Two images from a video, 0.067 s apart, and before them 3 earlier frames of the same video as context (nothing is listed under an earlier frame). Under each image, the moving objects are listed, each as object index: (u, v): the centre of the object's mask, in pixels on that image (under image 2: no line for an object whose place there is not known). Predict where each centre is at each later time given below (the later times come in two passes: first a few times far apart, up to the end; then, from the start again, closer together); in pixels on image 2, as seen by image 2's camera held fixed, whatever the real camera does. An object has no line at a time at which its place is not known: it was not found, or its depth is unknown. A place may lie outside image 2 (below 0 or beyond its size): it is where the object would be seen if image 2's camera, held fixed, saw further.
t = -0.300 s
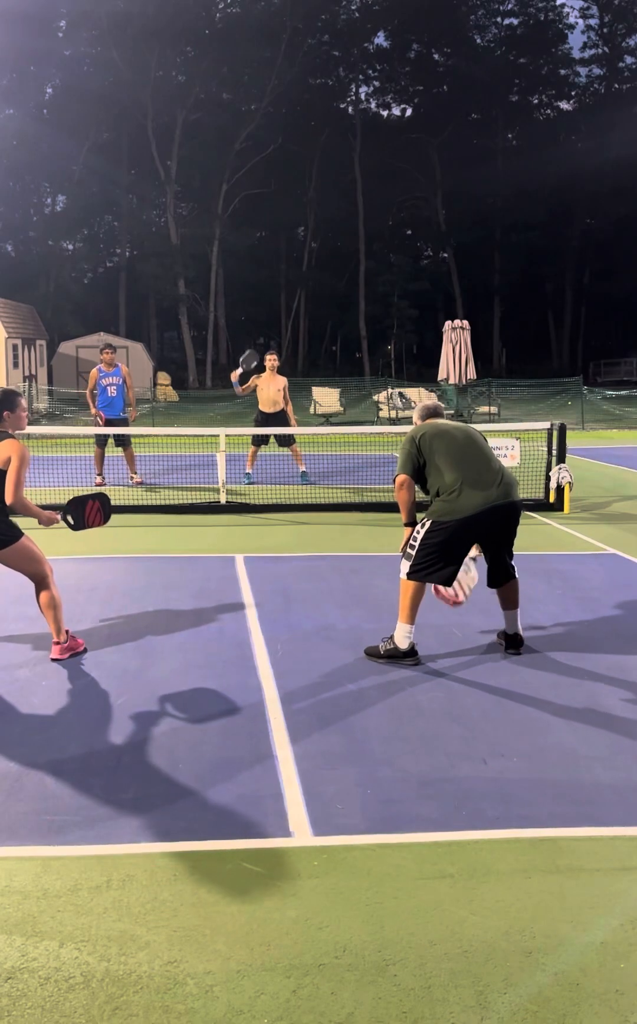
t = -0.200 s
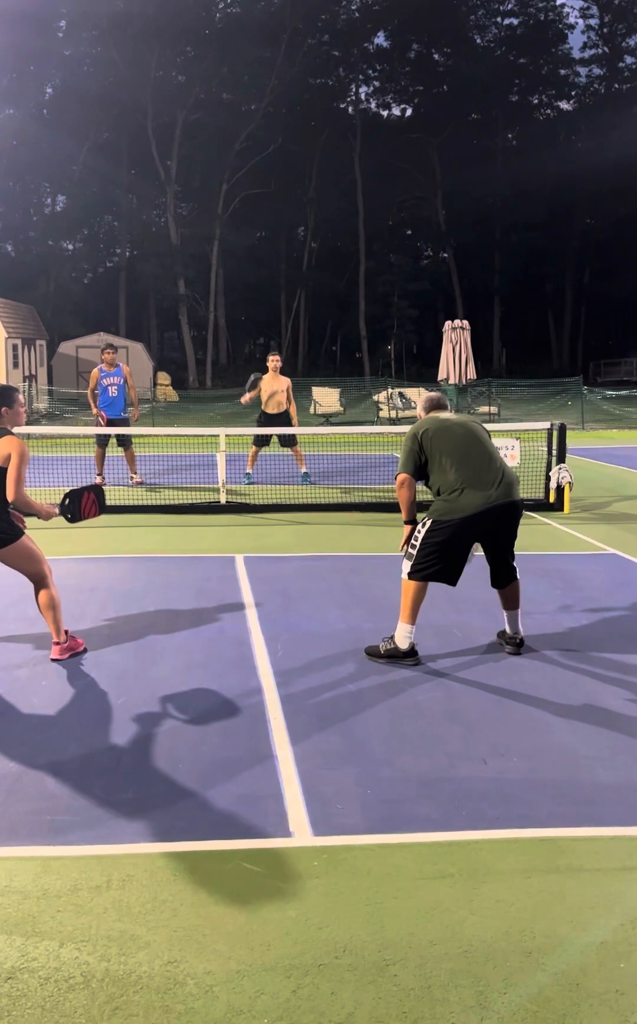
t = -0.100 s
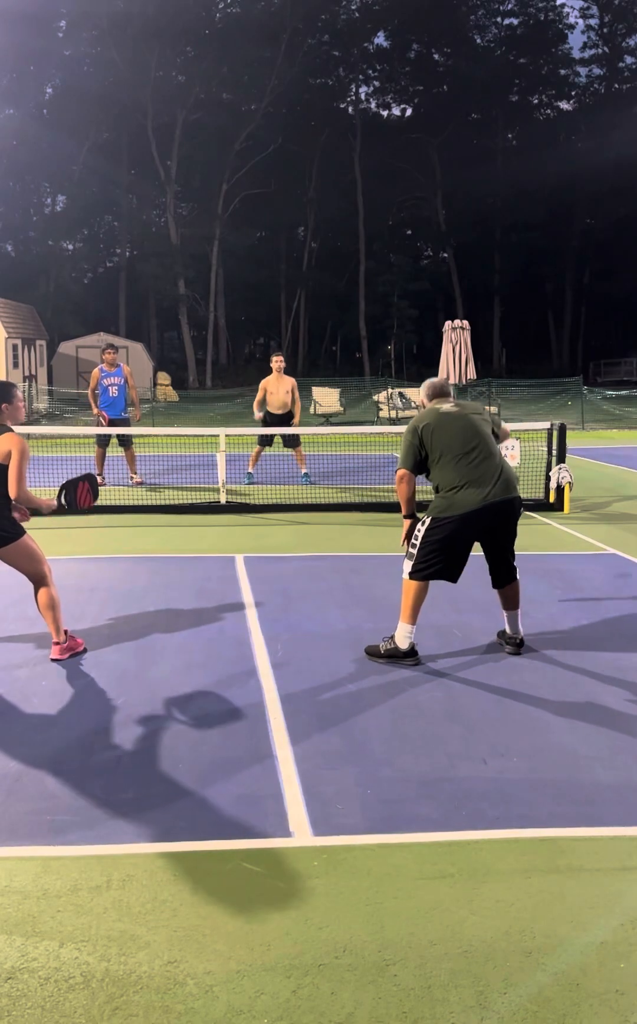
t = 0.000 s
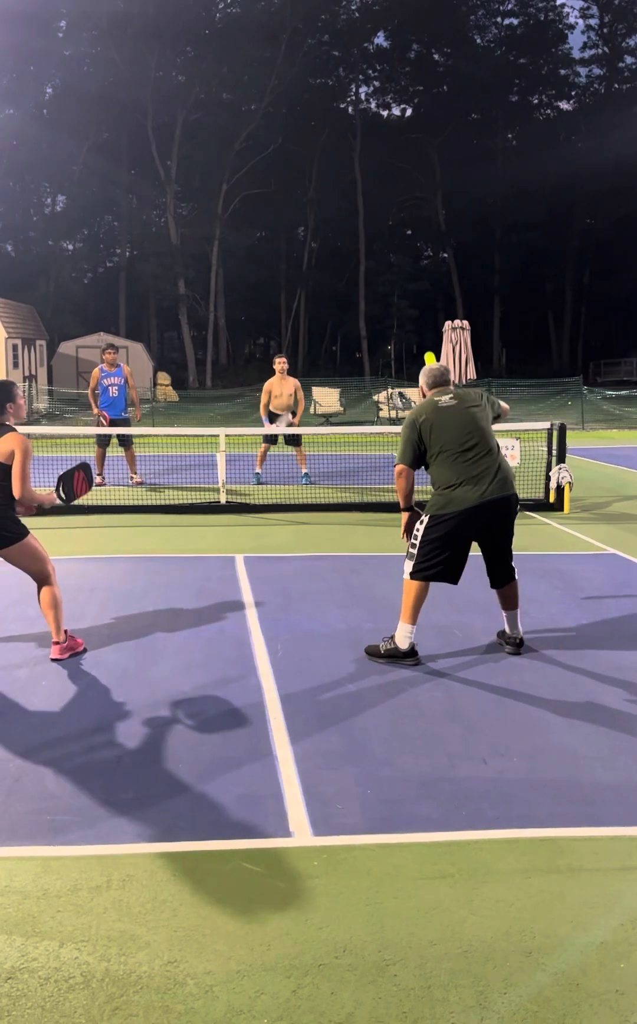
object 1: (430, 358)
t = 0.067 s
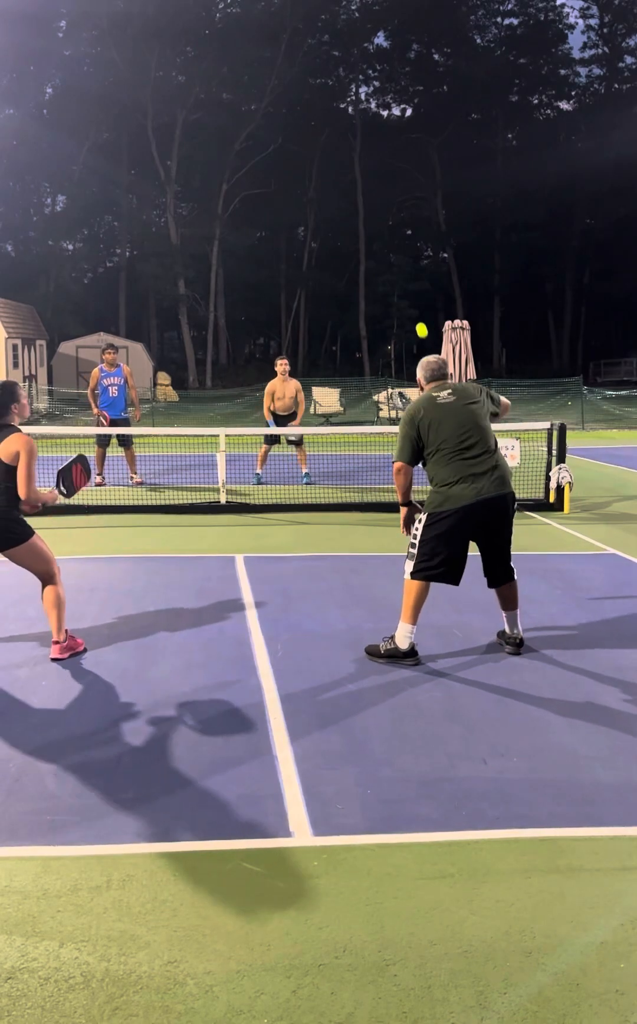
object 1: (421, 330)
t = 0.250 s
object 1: (402, 289)
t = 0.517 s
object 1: (380, 306)
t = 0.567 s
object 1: (376, 317)
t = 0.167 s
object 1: (410, 301)
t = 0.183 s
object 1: (408, 298)
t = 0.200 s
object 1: (407, 295)
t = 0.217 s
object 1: (405, 292)
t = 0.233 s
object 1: (403, 291)
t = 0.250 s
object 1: (402, 289)
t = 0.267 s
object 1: (400, 288)
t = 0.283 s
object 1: (398, 287)
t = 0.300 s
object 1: (397, 286)
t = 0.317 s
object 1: (395, 286)
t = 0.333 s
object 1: (394, 286)
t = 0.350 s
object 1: (393, 286)
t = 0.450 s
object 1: (385, 295)
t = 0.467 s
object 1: (383, 297)
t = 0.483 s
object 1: (382, 300)
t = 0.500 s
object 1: (381, 303)
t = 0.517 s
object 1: (380, 306)
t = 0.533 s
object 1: (379, 309)
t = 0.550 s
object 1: (377, 313)
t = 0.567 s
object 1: (376, 317)
